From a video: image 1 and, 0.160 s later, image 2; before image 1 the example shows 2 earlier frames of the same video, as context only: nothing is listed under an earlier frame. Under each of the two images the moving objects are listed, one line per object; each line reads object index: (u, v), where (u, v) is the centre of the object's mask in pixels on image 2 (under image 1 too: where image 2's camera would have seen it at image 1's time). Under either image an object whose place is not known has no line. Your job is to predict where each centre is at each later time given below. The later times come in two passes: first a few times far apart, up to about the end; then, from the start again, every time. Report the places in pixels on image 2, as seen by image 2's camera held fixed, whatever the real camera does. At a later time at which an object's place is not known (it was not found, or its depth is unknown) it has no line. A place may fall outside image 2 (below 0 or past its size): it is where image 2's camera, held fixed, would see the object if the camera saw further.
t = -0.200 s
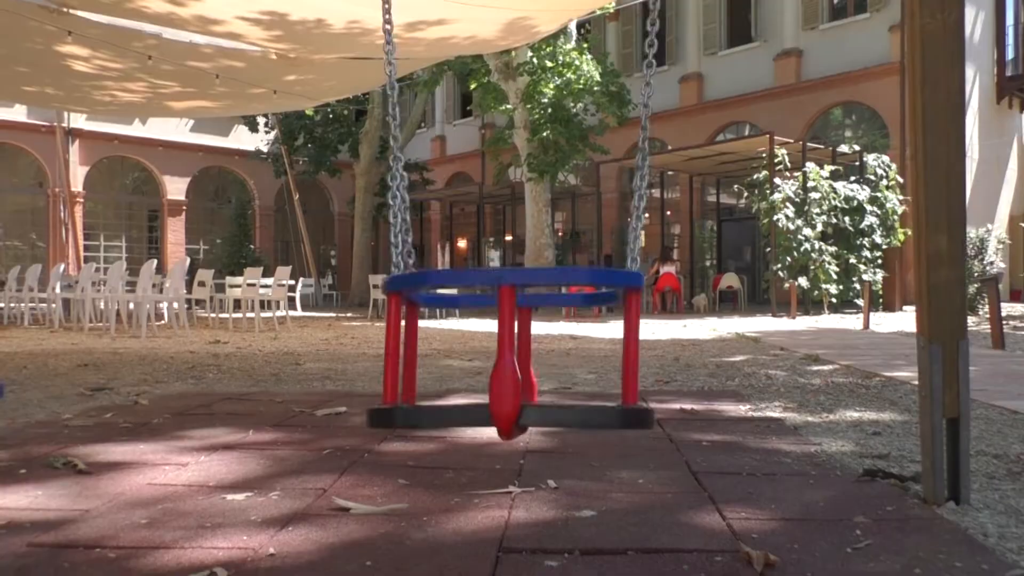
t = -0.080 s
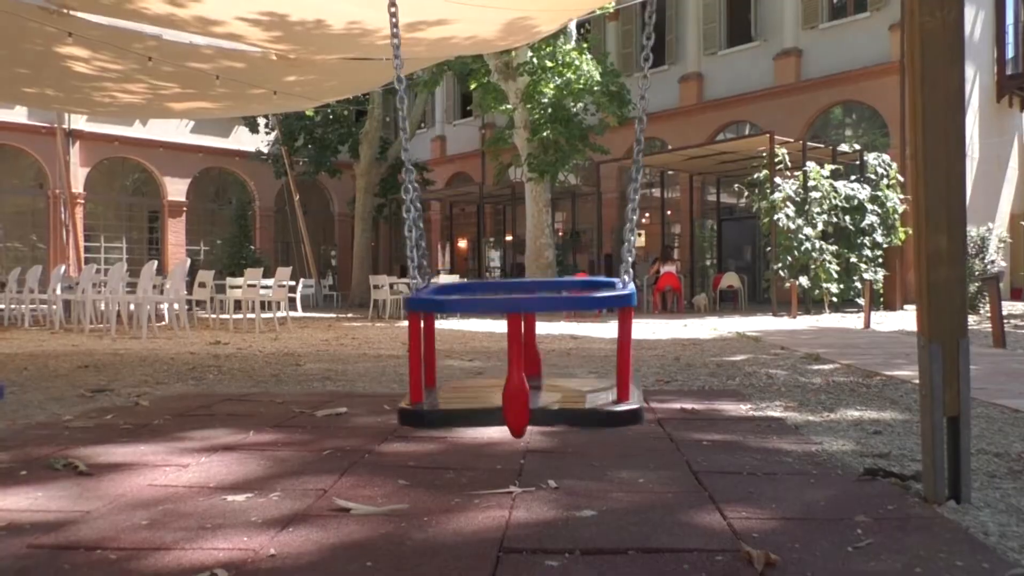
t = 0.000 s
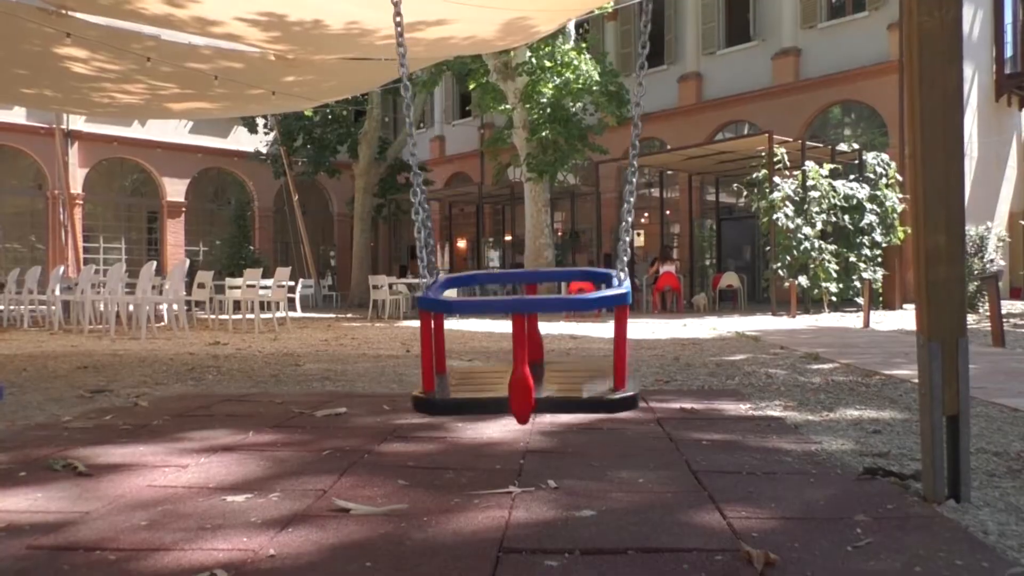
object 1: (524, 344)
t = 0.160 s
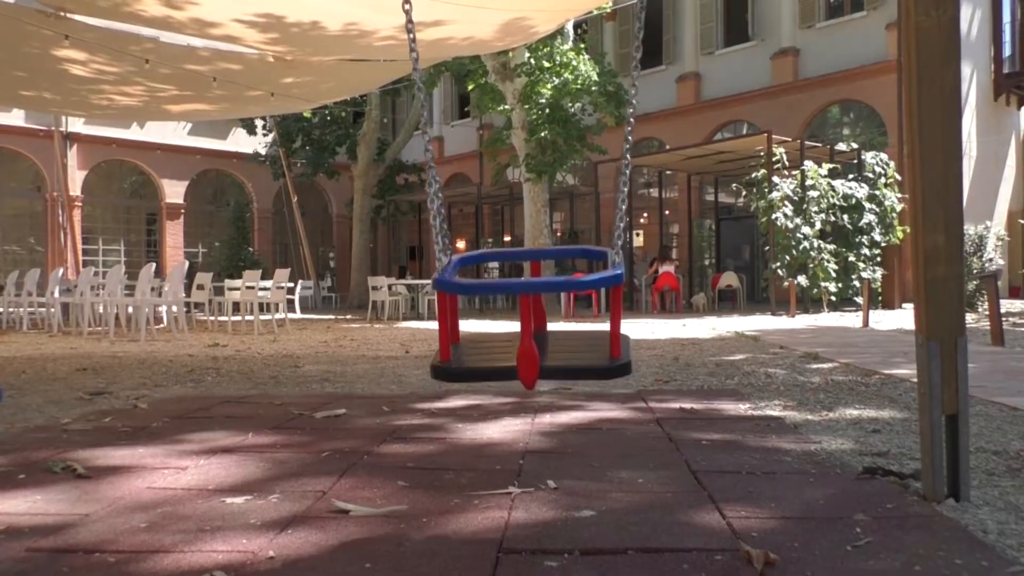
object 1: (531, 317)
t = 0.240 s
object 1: (531, 307)
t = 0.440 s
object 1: (533, 292)
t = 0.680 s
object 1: (536, 319)
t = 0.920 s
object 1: (529, 356)
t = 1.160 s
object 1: (503, 332)
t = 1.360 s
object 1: (478, 288)
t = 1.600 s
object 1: (468, 285)
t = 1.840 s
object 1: (490, 338)
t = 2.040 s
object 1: (516, 357)
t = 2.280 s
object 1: (535, 322)
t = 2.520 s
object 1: (542, 295)
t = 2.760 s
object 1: (542, 312)
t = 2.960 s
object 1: (533, 343)
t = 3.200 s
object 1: (503, 347)
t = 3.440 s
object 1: (468, 301)
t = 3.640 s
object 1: (459, 278)
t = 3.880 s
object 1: (484, 321)
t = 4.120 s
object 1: (519, 355)
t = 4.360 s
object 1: (540, 328)
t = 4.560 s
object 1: (541, 302)
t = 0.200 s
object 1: (532, 310)
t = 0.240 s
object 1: (531, 307)
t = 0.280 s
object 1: (532, 302)
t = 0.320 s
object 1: (532, 298)
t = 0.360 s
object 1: (533, 295)
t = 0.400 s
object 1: (533, 293)
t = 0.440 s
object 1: (533, 292)
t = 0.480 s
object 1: (534, 294)
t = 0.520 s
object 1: (535, 297)
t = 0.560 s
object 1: (535, 302)
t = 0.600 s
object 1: (536, 307)
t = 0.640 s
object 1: (536, 312)
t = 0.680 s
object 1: (536, 319)
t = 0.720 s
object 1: (537, 324)
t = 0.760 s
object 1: (536, 331)
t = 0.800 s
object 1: (535, 339)
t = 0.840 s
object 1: (533, 345)
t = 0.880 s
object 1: (531, 351)
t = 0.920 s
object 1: (529, 356)
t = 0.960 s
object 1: (526, 359)
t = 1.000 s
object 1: (521, 360)
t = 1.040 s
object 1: (517, 353)
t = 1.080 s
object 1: (513, 346)
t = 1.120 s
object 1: (508, 340)
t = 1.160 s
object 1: (503, 332)
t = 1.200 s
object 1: (498, 324)
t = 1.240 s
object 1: (492, 315)
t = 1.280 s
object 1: (488, 305)
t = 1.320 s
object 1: (482, 296)
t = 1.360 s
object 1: (478, 288)
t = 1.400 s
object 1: (475, 281)
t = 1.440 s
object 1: (472, 276)
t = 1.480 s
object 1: (469, 275)
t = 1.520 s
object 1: (468, 276)
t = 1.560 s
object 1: (467, 279)
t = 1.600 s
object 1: (468, 285)
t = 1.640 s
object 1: (470, 293)
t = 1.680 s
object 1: (473, 302)
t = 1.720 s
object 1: (476, 311)
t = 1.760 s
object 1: (481, 321)
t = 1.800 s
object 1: (485, 330)
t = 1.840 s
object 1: (490, 338)
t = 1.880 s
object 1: (495, 346)
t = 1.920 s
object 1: (501, 354)
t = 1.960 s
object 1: (506, 359)
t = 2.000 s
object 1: (511, 360)
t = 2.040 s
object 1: (516, 357)
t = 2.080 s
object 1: (520, 353)
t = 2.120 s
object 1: (524, 347)
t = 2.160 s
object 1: (528, 340)
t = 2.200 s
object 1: (531, 333)
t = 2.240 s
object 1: (534, 326)
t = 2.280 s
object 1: (535, 322)
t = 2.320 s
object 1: (536, 315)
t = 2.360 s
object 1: (538, 309)
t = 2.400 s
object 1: (539, 304)
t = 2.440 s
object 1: (540, 299)
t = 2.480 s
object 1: (541, 297)
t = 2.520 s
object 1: (542, 295)
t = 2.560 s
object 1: (543, 295)
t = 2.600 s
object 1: (543, 296)
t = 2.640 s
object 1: (543, 299)
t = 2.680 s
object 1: (543, 302)
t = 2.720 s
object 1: (542, 307)
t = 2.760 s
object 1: (542, 312)
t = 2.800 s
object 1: (540, 319)
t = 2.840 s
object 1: (539, 325)
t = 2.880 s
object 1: (537, 332)
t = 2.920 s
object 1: (535, 339)
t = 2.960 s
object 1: (533, 343)
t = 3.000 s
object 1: (529, 350)
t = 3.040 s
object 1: (525, 356)
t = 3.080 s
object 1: (520, 358)
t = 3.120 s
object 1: (514, 354)
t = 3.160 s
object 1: (508, 350)
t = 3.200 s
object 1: (503, 347)
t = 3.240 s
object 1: (496, 342)
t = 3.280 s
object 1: (490, 336)
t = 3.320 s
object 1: (484, 328)
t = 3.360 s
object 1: (478, 319)
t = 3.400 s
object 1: (473, 310)
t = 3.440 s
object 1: (468, 301)
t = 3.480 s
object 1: (464, 293)
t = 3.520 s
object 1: (461, 286)
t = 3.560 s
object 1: (460, 281)
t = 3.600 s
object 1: (459, 278)
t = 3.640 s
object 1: (459, 278)
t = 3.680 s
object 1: (461, 280)
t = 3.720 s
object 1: (464, 286)
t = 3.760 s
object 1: (468, 294)
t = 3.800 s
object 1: (473, 302)
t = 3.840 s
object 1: (478, 312)
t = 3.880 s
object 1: (484, 321)
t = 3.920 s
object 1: (491, 329)
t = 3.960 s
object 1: (497, 337)
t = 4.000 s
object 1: (503, 344)
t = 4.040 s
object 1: (508, 350)
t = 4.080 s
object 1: (514, 353)
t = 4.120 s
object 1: (519, 355)
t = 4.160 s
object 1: (524, 355)
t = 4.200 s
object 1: (528, 354)
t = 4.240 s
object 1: (532, 349)
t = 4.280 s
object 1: (535, 342)
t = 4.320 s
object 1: (538, 335)
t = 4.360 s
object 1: (540, 328)
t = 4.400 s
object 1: (538, 324)
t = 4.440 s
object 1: (539, 317)
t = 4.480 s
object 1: (540, 311)
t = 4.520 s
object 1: (541, 306)
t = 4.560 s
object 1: (541, 302)
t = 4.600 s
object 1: (541, 299)
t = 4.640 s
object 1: (541, 297)
